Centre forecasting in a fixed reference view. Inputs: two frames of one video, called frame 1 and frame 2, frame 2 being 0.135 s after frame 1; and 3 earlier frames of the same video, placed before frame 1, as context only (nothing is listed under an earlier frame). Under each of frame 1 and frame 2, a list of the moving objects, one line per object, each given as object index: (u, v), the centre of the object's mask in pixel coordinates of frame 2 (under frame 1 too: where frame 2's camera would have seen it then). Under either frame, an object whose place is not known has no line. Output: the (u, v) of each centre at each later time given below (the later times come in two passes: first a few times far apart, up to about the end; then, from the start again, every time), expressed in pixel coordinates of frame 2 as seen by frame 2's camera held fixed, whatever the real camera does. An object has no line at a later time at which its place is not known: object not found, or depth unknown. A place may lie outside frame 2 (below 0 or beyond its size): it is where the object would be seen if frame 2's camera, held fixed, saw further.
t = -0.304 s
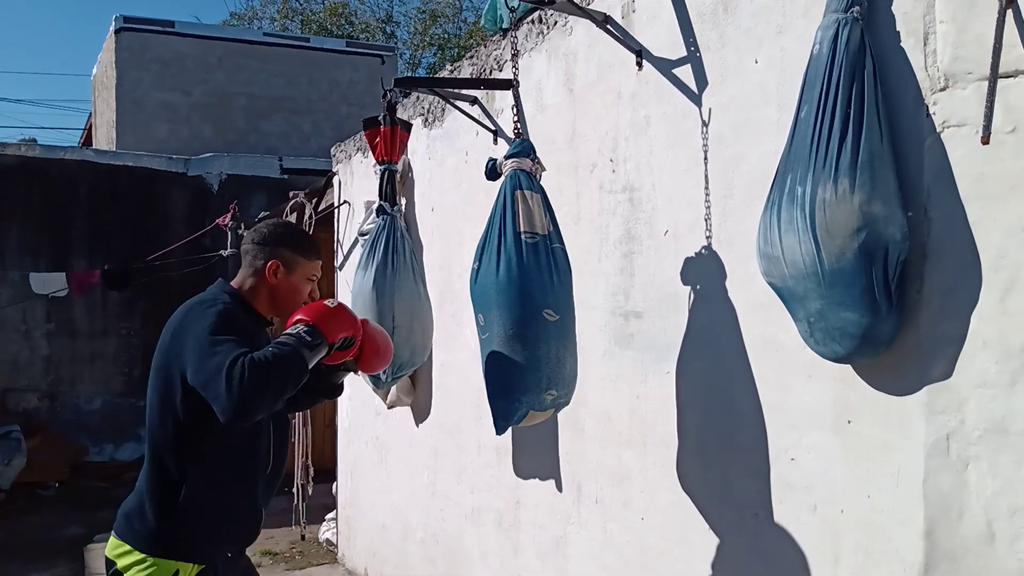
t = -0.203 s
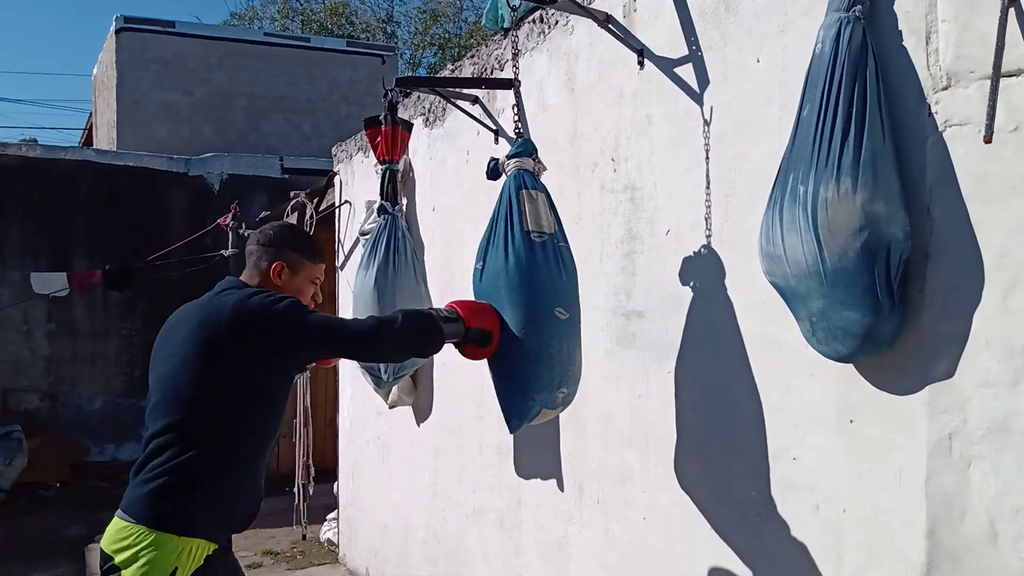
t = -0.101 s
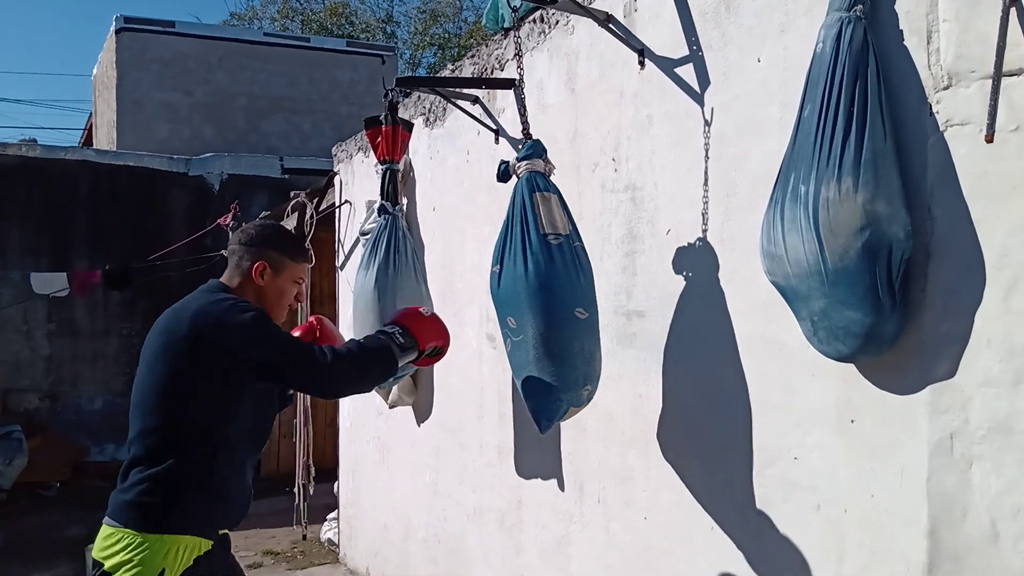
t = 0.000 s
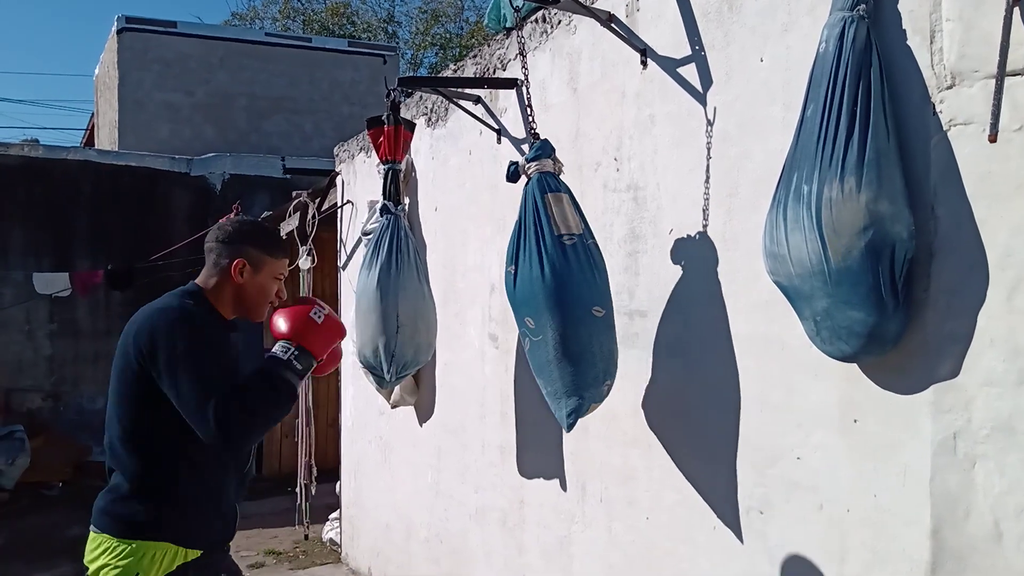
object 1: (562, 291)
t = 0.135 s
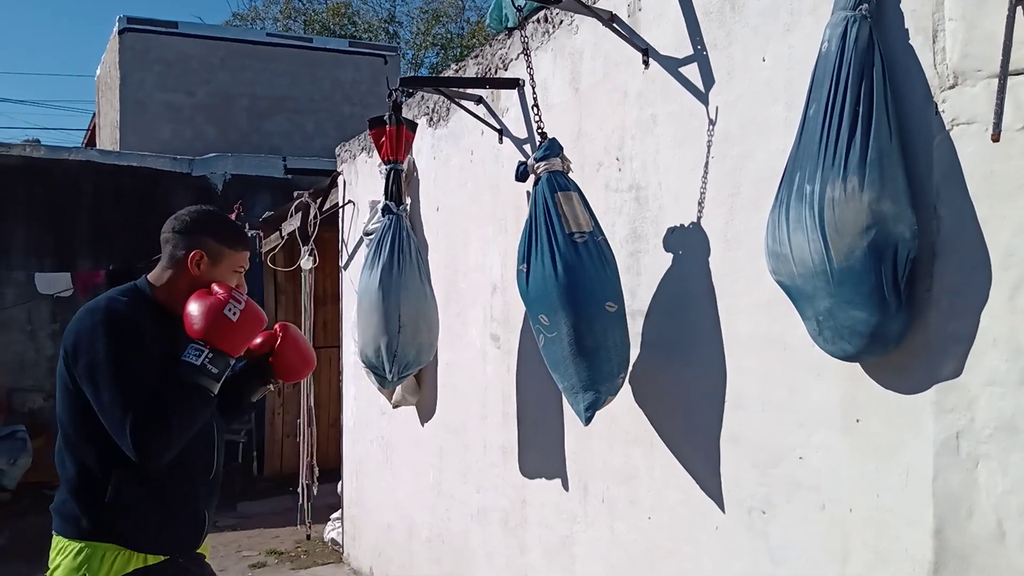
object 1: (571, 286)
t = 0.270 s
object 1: (571, 284)
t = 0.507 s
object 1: (551, 289)
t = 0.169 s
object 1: (572, 286)
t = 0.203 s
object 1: (572, 285)
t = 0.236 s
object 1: (572, 285)
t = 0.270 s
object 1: (571, 284)
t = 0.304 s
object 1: (570, 285)
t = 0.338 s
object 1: (568, 285)
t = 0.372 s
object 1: (566, 286)
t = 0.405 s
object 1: (563, 286)
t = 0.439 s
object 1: (559, 287)
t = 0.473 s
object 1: (555, 288)
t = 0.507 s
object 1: (551, 289)
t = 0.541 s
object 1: (547, 290)
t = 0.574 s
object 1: (542, 291)
